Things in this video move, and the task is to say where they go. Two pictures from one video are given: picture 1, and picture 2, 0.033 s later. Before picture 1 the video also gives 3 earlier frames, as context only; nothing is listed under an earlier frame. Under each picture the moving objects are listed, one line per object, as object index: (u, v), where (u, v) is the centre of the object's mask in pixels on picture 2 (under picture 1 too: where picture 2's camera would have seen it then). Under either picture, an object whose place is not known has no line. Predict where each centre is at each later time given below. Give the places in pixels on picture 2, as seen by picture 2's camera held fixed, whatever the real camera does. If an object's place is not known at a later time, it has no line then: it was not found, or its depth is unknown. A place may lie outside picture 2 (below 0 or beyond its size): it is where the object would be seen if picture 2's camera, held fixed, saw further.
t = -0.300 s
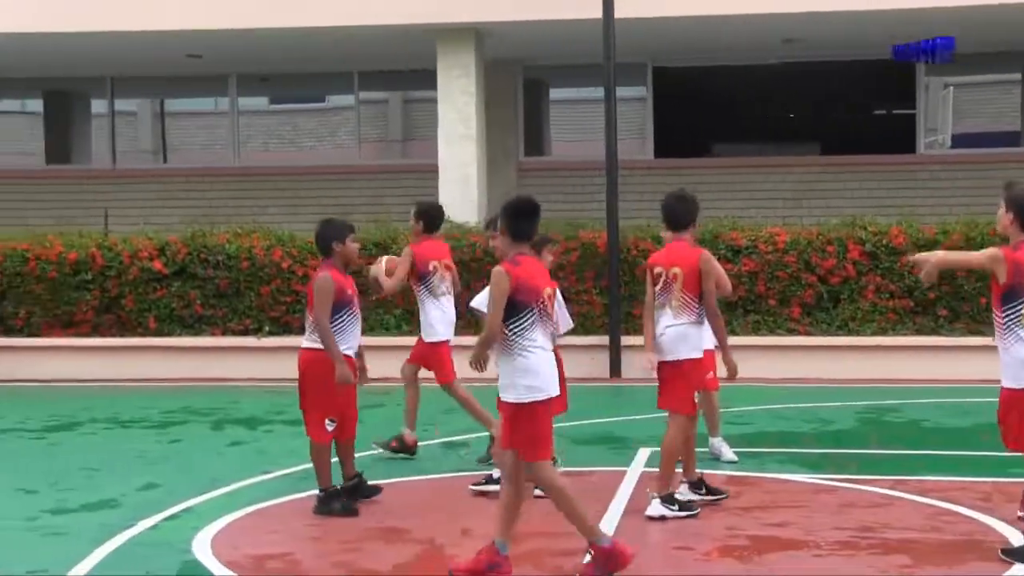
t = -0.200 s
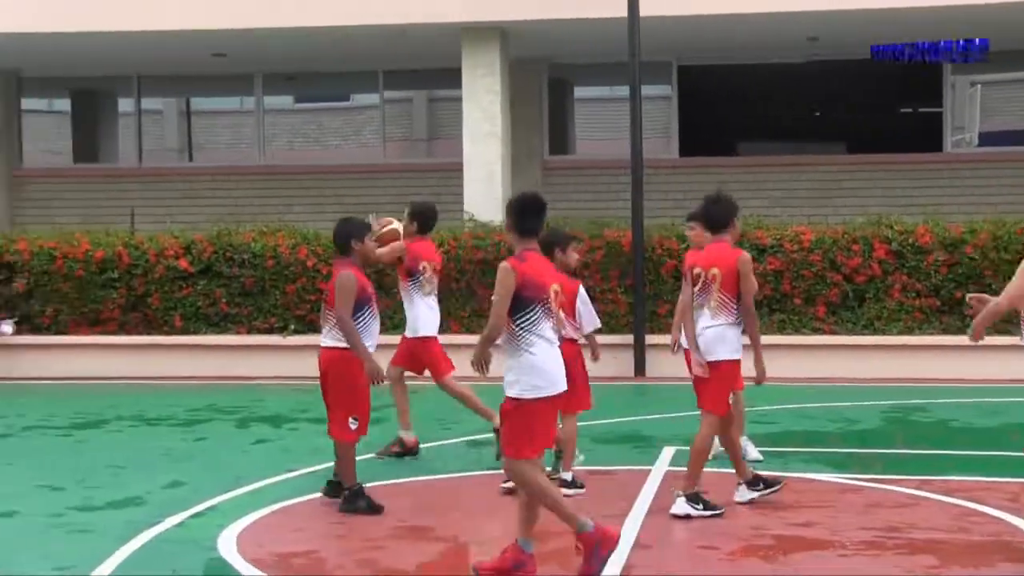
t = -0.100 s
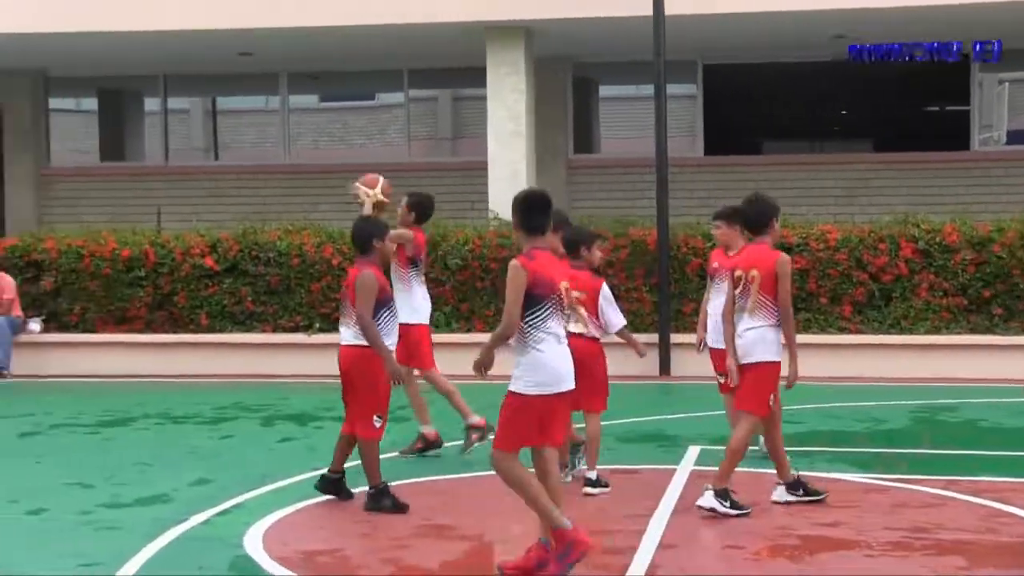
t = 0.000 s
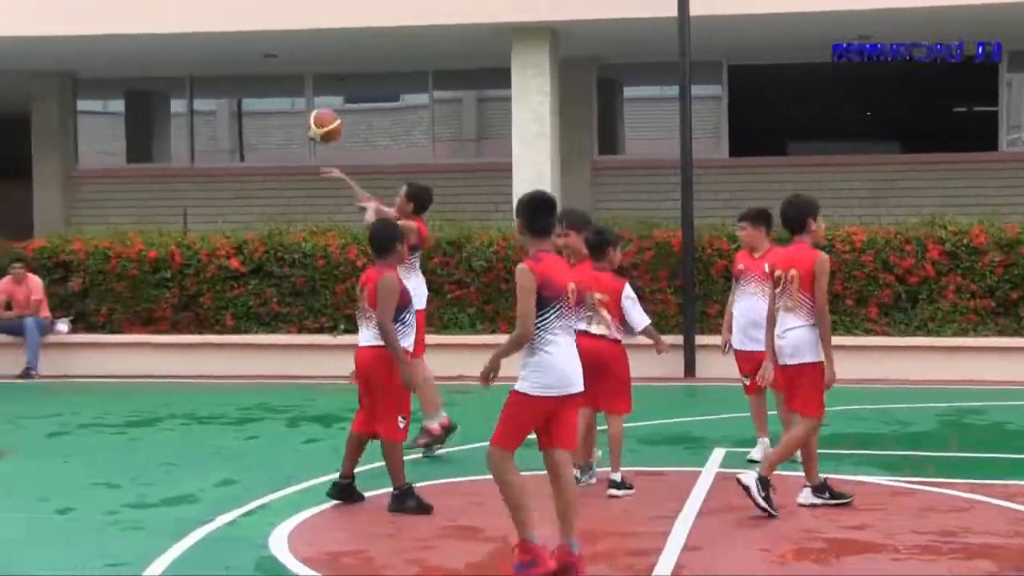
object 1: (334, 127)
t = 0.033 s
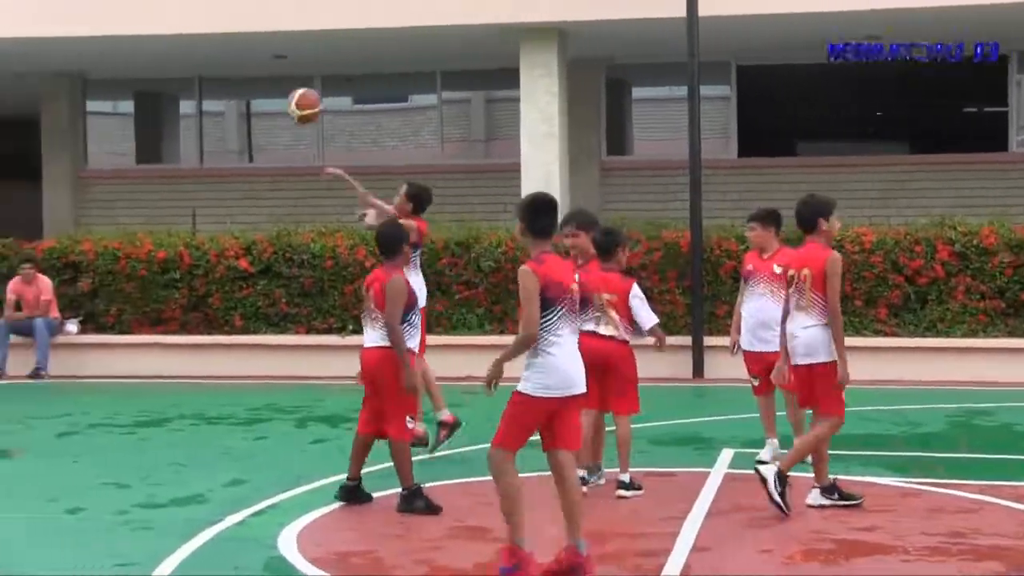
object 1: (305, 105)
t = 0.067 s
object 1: (277, 87)
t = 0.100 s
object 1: (251, 68)
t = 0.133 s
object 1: (224, 52)
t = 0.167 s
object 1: (197, 40)
